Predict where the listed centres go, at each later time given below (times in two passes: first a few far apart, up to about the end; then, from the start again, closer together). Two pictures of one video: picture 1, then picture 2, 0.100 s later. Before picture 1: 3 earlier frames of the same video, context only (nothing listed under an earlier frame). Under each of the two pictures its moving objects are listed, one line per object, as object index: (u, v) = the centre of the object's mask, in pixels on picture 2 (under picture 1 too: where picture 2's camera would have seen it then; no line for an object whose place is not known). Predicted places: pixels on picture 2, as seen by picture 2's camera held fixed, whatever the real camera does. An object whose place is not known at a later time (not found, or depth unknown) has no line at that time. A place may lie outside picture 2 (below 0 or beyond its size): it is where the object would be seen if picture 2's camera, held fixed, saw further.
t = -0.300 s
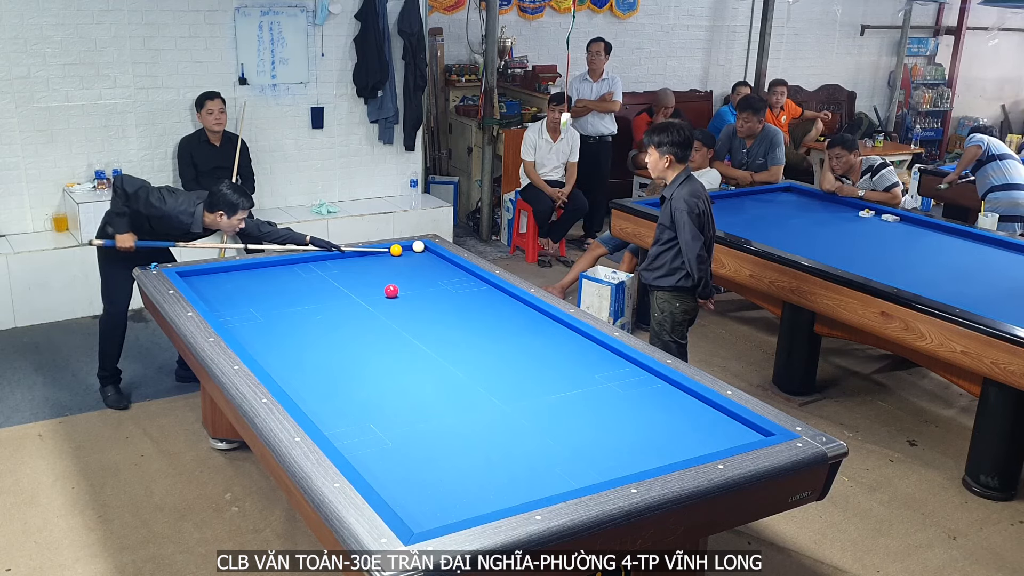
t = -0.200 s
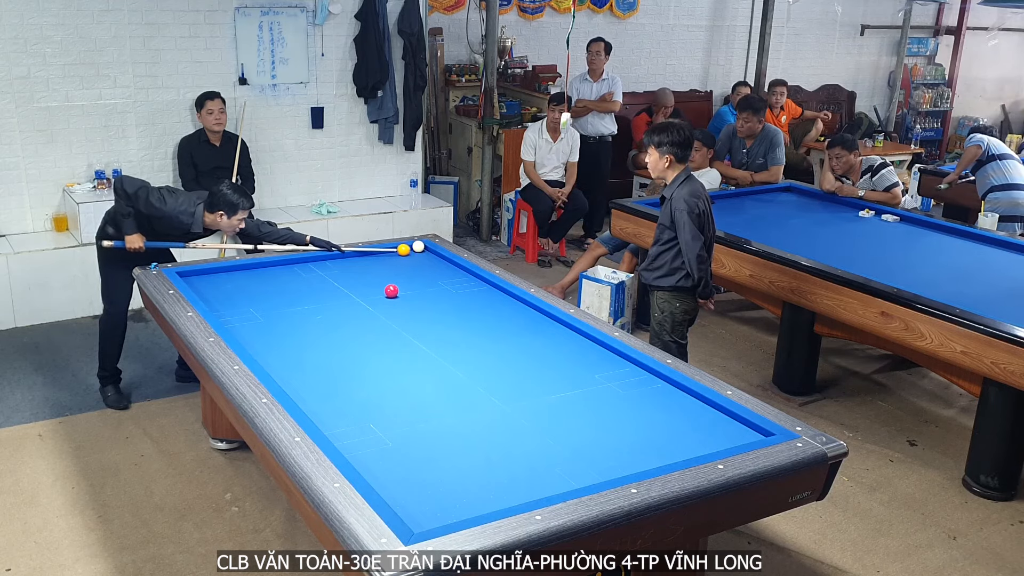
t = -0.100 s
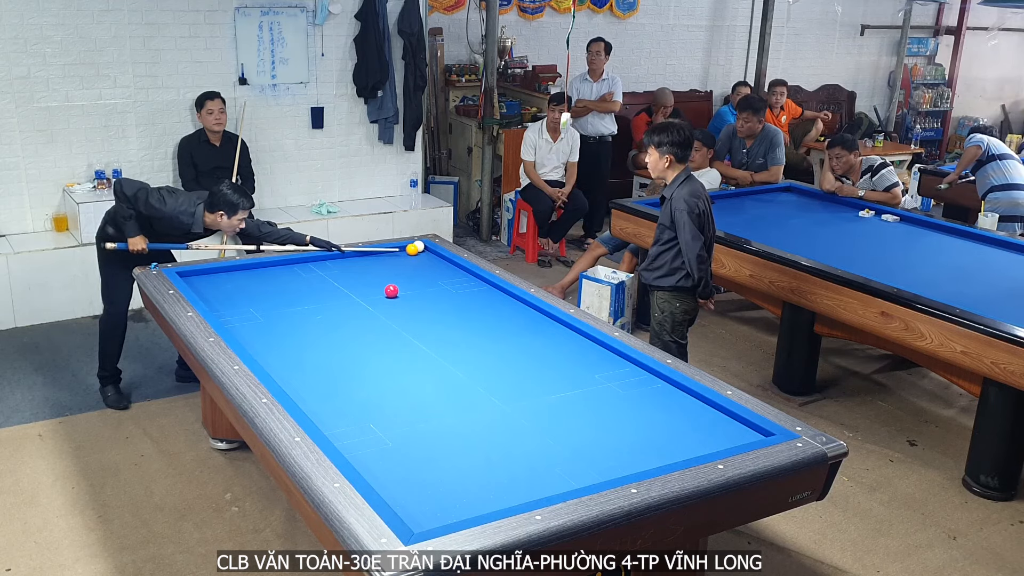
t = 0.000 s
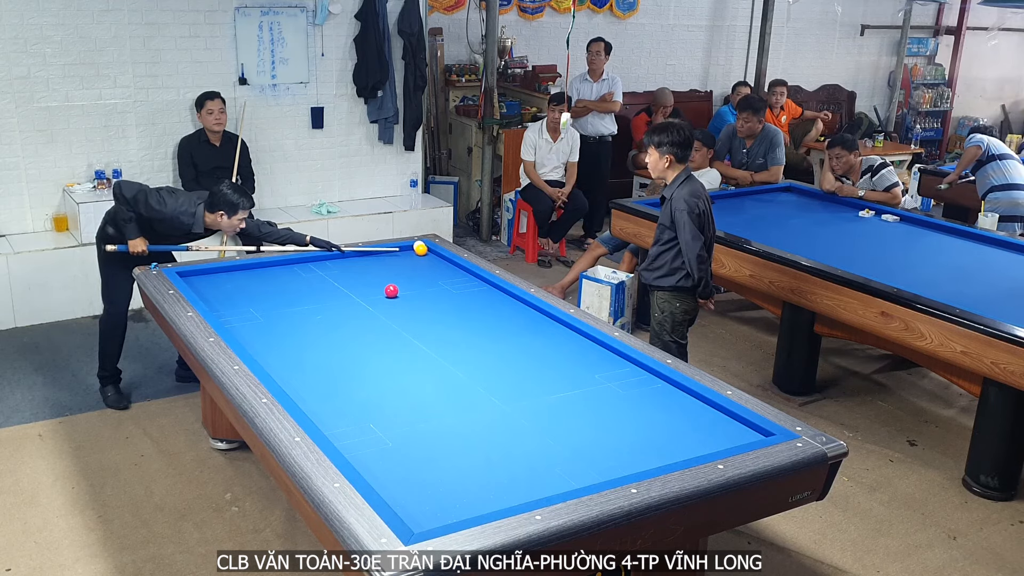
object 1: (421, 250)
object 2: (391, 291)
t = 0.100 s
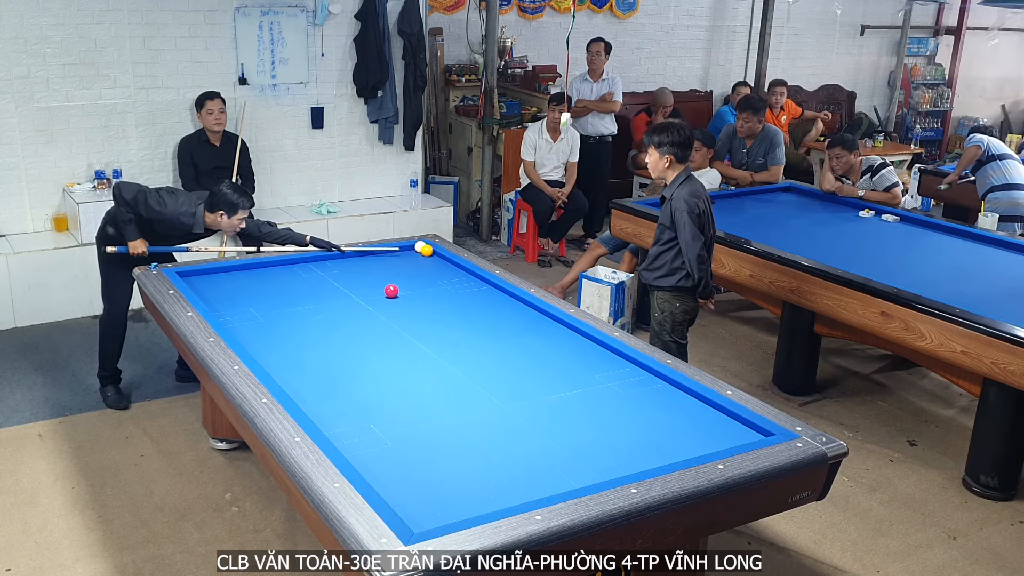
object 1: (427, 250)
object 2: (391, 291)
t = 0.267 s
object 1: (424, 253)
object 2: (391, 291)
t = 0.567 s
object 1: (421, 259)
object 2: (391, 291)
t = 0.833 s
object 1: (418, 264)
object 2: (391, 291)
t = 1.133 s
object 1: (414, 269)
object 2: (391, 291)
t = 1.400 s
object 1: (411, 274)
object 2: (391, 291)
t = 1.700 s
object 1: (407, 279)
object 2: (391, 291)
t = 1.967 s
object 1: (404, 284)
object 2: (391, 291)
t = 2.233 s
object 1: (401, 287)
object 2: (390, 291)
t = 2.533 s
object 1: (404, 290)
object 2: (385, 293)
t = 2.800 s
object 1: (406, 291)
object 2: (381, 295)
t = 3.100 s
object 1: (409, 293)
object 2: (377, 297)
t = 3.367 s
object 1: (411, 294)
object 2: (373, 298)
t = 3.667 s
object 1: (413, 294)
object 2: (370, 299)
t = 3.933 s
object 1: (414, 295)
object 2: (368, 300)
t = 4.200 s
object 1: (415, 295)
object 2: (366, 301)
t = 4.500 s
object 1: (415, 295)
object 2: (364, 302)
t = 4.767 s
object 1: (415, 295)
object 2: (364, 302)
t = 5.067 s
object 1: (415, 295)
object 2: (363, 302)
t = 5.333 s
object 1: (415, 295)
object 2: (363, 302)
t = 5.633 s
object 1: (415, 295)
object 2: (363, 302)
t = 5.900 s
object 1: (415, 295)
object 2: (363, 302)
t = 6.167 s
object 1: (415, 295)
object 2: (363, 302)
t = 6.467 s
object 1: (415, 295)
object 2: (363, 302)
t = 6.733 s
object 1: (415, 295)
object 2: (363, 302)
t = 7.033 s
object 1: (415, 295)
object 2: (363, 302)
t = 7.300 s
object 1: (415, 295)
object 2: (363, 302)
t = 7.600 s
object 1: (415, 295)
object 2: (363, 302)
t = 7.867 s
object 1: (415, 295)
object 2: (363, 302)
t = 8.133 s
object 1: (415, 295)
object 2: (363, 302)
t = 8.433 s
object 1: (415, 295)
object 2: (363, 302)
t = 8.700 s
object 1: (415, 295)
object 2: (363, 302)
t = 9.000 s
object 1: (415, 295)
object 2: (363, 302)
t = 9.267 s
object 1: (415, 295)
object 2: (363, 302)
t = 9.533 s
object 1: (415, 295)
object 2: (363, 302)
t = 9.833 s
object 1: (415, 295)
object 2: (363, 302)
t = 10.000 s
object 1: (415, 295)
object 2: (363, 303)
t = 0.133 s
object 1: (426, 251)
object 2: (391, 291)
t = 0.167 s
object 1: (426, 252)
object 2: (391, 291)
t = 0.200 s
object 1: (425, 252)
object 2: (391, 291)
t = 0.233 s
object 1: (425, 253)
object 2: (391, 291)
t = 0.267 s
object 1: (424, 253)
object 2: (391, 291)
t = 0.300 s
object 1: (424, 254)
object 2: (391, 291)
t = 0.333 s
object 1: (424, 255)
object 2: (391, 291)
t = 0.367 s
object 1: (424, 255)
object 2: (391, 291)
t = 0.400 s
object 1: (423, 256)
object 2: (391, 291)
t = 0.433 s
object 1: (423, 256)
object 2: (391, 291)
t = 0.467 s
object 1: (422, 257)
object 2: (391, 291)
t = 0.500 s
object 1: (422, 258)
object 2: (391, 291)
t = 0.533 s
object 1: (421, 258)
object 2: (391, 291)
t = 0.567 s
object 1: (421, 259)
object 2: (391, 291)
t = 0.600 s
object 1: (421, 260)
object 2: (391, 291)
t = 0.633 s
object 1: (420, 260)
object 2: (391, 291)
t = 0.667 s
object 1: (420, 261)
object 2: (391, 291)
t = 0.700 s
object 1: (420, 261)
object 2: (391, 291)
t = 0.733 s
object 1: (419, 262)
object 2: (391, 291)
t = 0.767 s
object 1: (419, 262)
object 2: (391, 291)
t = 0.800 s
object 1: (418, 263)
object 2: (391, 291)
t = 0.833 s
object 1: (418, 264)
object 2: (391, 291)
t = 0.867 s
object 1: (418, 264)
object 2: (391, 291)
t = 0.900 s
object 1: (417, 265)
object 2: (391, 291)
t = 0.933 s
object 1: (417, 265)
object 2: (391, 291)
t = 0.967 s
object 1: (416, 266)
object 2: (391, 291)
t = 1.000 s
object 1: (416, 267)
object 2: (391, 291)
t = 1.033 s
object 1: (416, 267)
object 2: (391, 291)
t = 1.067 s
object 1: (415, 268)
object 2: (391, 291)
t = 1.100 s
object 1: (415, 269)
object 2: (391, 291)
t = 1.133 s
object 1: (414, 269)
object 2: (391, 291)
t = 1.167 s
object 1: (414, 270)
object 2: (391, 291)
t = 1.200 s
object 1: (413, 270)
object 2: (391, 291)
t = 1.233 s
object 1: (413, 271)
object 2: (391, 291)
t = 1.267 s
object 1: (412, 271)
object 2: (391, 291)
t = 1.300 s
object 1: (412, 272)
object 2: (391, 291)
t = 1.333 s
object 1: (412, 272)
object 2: (391, 291)
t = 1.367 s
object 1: (411, 273)
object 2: (391, 291)
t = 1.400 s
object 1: (411, 274)
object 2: (391, 291)
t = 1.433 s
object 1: (410, 274)
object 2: (391, 291)
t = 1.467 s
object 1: (410, 275)
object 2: (391, 291)
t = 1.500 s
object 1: (409, 275)
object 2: (391, 291)
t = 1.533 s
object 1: (409, 276)
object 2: (391, 291)
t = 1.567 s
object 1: (409, 276)
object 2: (391, 291)
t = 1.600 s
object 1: (408, 277)
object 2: (391, 291)
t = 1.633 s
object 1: (408, 278)
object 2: (391, 291)
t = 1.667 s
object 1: (408, 279)
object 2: (391, 291)
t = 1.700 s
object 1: (407, 279)
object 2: (391, 291)
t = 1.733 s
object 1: (407, 280)
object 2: (391, 291)
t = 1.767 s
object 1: (406, 280)
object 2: (391, 291)
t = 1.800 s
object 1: (406, 281)
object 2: (391, 291)
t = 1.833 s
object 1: (405, 281)
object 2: (391, 291)
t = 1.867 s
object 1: (405, 282)
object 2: (391, 291)
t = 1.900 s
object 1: (405, 282)
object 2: (391, 291)
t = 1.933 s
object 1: (404, 283)
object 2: (391, 291)
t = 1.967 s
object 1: (404, 284)
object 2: (391, 291)
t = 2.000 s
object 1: (403, 284)
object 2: (391, 291)
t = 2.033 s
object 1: (403, 285)
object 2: (391, 291)
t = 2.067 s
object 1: (402, 285)
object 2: (391, 291)
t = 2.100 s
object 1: (402, 286)
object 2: (391, 291)
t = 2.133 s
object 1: (402, 286)
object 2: (391, 291)
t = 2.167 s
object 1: (402, 286)
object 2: (391, 291)
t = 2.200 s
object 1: (402, 287)
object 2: (391, 291)
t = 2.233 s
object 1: (401, 287)
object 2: (390, 291)
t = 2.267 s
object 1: (401, 288)
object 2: (390, 291)
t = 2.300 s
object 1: (402, 288)
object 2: (389, 292)
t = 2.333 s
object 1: (402, 288)
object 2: (389, 292)
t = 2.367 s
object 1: (402, 289)
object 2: (388, 292)
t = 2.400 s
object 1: (403, 289)
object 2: (388, 292)
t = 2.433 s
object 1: (403, 289)
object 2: (387, 292)
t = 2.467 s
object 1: (403, 289)
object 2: (386, 293)
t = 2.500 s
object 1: (403, 290)
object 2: (386, 293)
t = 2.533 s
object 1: (404, 290)
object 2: (385, 293)
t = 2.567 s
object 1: (404, 290)
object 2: (385, 293)
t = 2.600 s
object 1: (404, 290)
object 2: (384, 294)
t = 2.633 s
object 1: (405, 290)
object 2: (384, 294)
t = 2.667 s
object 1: (405, 290)
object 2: (383, 294)
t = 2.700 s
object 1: (405, 291)
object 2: (383, 294)
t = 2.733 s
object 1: (405, 291)
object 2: (382, 295)
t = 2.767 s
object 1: (406, 291)
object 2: (382, 295)
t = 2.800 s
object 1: (406, 291)
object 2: (381, 295)
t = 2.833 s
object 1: (406, 291)
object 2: (380, 295)
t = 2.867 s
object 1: (407, 291)
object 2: (380, 295)
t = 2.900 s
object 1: (407, 292)
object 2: (379, 296)
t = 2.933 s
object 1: (407, 292)
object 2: (379, 296)
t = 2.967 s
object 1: (408, 292)
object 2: (378, 296)
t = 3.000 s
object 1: (408, 292)
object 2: (378, 296)
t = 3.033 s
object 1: (408, 292)
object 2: (378, 296)
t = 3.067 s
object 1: (408, 293)
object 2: (377, 297)
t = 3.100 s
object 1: (409, 293)
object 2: (377, 297)
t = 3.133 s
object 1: (409, 293)
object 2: (376, 297)
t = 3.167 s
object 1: (409, 293)
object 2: (376, 297)
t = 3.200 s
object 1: (409, 293)
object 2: (375, 297)
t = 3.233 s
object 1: (410, 293)
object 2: (375, 297)
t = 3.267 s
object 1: (410, 293)
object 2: (374, 298)
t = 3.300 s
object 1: (410, 293)
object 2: (374, 298)
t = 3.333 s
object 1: (410, 293)
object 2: (374, 298)
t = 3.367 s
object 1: (411, 294)
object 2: (373, 298)
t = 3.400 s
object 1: (411, 294)
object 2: (373, 298)
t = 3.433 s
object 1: (411, 294)
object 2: (372, 298)
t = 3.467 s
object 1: (411, 294)
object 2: (372, 299)
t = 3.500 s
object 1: (412, 294)
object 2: (372, 299)
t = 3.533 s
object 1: (412, 294)
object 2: (371, 299)
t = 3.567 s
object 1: (412, 294)
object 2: (371, 299)
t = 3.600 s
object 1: (412, 294)
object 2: (371, 299)
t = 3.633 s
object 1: (413, 294)
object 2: (370, 299)
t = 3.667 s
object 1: (413, 294)
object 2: (370, 299)
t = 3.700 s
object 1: (413, 295)
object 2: (370, 300)
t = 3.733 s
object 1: (413, 295)
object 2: (369, 300)
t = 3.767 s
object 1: (413, 295)
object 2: (369, 300)
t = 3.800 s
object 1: (414, 295)
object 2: (369, 300)
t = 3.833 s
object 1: (414, 295)
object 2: (369, 300)
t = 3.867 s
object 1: (414, 295)
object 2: (368, 300)
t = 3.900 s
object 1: (414, 295)
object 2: (368, 300)
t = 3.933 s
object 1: (414, 295)
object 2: (368, 300)
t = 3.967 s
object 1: (414, 295)
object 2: (368, 301)
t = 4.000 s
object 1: (414, 295)
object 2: (367, 301)
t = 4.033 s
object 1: (415, 295)
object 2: (367, 301)
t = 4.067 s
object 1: (415, 295)
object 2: (367, 301)
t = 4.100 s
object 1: (415, 295)
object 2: (367, 301)
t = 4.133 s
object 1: (415, 295)
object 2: (366, 301)
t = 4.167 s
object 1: (415, 295)
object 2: (366, 301)
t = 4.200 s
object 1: (415, 295)
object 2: (366, 301)
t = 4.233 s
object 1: (415, 295)
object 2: (366, 301)
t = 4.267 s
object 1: (415, 295)
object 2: (365, 301)
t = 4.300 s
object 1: (415, 295)
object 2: (365, 302)
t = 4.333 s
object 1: (415, 295)
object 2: (365, 302)
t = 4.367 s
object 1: (415, 295)
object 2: (365, 302)
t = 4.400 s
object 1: (415, 295)
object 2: (365, 302)
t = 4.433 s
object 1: (415, 295)
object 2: (365, 302)
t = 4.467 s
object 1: (415, 295)
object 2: (364, 302)
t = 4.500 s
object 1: (415, 295)
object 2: (364, 302)
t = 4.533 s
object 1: (415, 295)
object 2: (364, 302)
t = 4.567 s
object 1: (415, 295)
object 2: (364, 302)
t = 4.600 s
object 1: (415, 295)
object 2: (364, 302)
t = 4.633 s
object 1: (415, 295)
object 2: (364, 302)
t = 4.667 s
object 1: (415, 295)
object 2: (364, 302)
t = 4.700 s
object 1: (415, 295)
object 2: (364, 302)
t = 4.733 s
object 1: (415, 295)
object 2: (364, 302)
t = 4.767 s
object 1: (415, 295)
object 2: (364, 302)
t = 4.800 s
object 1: (415, 295)
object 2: (363, 302)
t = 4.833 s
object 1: (415, 295)
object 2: (363, 302)
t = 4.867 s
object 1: (415, 295)
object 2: (363, 302)
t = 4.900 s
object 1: (415, 295)
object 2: (363, 302)
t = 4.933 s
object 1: (415, 295)
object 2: (363, 302)
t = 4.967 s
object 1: (415, 295)
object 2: (363, 302)
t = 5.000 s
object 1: (415, 295)
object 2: (363, 302)
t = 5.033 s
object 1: (415, 295)
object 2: (363, 302)
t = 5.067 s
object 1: (415, 295)
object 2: (363, 302)
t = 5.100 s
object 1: (415, 295)
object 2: (363, 302)
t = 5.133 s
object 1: (415, 295)
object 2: (363, 302)
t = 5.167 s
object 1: (415, 295)
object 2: (363, 302)
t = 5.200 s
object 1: (415, 295)
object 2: (363, 302)
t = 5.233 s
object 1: (415, 295)
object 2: (363, 302)
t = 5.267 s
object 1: (415, 295)
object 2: (363, 302)
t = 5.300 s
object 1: (415, 295)
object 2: (363, 302)
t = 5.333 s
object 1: (415, 295)
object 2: (363, 302)
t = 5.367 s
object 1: (415, 295)
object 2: (363, 302)
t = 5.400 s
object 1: (415, 295)
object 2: (363, 302)
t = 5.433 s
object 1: (415, 295)
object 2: (363, 302)
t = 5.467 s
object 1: (415, 295)
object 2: (363, 302)
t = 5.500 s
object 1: (415, 295)
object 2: (363, 302)
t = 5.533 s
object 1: (415, 295)
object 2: (363, 302)
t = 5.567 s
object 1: (415, 295)
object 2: (363, 302)
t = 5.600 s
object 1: (415, 295)
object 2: (363, 302)
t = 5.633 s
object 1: (415, 295)
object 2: (363, 302)
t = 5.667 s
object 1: (415, 295)
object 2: (363, 302)
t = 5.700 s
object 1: (415, 295)
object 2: (363, 302)
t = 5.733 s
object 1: (415, 295)
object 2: (363, 302)
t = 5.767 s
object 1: (415, 295)
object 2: (363, 302)
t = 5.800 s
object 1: (415, 295)
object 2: (363, 302)
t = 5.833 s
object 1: (415, 295)
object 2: (363, 302)
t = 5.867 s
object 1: (415, 295)
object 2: (363, 302)
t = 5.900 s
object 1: (415, 295)
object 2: (363, 302)
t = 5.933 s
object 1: (415, 295)
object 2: (363, 302)
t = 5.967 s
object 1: (415, 295)
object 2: (363, 302)
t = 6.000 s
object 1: (415, 295)
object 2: (363, 302)
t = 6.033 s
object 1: (415, 295)
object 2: (363, 302)
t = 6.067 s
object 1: (415, 295)
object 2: (363, 302)
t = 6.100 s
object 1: (415, 295)
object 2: (363, 302)
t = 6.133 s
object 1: (415, 295)
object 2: (363, 302)
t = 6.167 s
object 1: (415, 295)
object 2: (363, 302)
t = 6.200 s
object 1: (415, 295)
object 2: (363, 302)
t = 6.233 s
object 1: (415, 295)
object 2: (363, 302)
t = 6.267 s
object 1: (415, 295)
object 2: (363, 302)
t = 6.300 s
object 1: (415, 295)
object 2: (363, 302)
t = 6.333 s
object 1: (415, 295)
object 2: (363, 302)
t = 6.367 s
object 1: (415, 295)
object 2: (363, 302)
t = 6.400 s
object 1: (415, 295)
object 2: (363, 302)
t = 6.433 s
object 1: (415, 295)
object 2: (363, 302)
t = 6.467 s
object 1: (415, 295)
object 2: (363, 302)
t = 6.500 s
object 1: (415, 295)
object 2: (363, 302)
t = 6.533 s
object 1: (415, 295)
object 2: (363, 302)
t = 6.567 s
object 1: (415, 295)
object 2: (363, 302)
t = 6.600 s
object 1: (415, 295)
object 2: (363, 302)
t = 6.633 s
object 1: (415, 295)
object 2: (363, 302)
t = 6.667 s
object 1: (415, 295)
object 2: (363, 302)
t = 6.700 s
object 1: (415, 295)
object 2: (363, 302)
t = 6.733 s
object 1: (415, 295)
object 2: (363, 302)
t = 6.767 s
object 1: (415, 295)
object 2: (363, 302)
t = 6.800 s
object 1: (415, 295)
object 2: (363, 302)
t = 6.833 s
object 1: (415, 295)
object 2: (363, 302)
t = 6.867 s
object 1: (415, 295)
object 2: (363, 302)
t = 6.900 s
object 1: (415, 295)
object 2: (363, 302)
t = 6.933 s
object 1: (415, 295)
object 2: (363, 302)
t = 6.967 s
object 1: (415, 295)
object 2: (363, 302)
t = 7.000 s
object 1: (415, 295)
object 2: (363, 302)
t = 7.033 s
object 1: (415, 295)
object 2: (363, 302)
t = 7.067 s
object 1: (415, 295)
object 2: (363, 302)
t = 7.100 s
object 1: (415, 295)
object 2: (363, 302)
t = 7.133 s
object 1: (415, 295)
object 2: (363, 302)
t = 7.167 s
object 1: (415, 295)
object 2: (363, 302)
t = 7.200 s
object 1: (415, 295)
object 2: (363, 302)
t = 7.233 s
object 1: (415, 295)
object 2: (363, 302)
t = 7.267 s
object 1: (415, 295)
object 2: (363, 302)
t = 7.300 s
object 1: (415, 295)
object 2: (363, 302)
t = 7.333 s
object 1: (415, 295)
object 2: (363, 302)
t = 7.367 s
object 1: (415, 295)
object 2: (363, 302)
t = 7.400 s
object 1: (415, 295)
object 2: (363, 302)
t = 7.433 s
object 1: (415, 295)
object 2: (363, 302)
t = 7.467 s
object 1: (415, 295)
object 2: (363, 302)
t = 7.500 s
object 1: (415, 295)
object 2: (363, 302)
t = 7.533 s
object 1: (415, 295)
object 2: (363, 302)
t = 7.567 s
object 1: (415, 295)
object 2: (363, 302)
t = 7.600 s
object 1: (415, 295)
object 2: (363, 302)
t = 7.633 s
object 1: (415, 295)
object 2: (363, 302)
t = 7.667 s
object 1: (415, 295)
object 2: (363, 302)
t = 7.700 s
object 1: (415, 295)
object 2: (363, 302)
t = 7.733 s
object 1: (415, 295)
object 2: (363, 302)
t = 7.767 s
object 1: (415, 295)
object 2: (363, 302)
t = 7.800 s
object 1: (415, 295)
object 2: (363, 302)
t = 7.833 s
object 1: (415, 295)
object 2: (363, 302)
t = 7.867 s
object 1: (415, 295)
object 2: (363, 302)
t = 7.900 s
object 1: (415, 295)
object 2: (363, 302)
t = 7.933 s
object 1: (415, 295)
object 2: (363, 302)
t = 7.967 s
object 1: (415, 295)
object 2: (363, 302)
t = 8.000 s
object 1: (415, 295)
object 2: (363, 302)
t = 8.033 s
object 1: (415, 295)
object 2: (363, 302)
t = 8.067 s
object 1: (415, 295)
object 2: (363, 302)
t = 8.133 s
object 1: (415, 295)
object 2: (363, 302)
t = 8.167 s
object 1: (415, 295)
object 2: (363, 302)
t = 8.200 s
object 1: (415, 295)
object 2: (363, 302)
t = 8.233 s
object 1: (415, 295)
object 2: (363, 302)
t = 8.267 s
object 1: (415, 295)
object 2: (363, 302)
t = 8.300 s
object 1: (415, 295)
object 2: (363, 302)
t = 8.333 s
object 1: (415, 295)
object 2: (363, 302)
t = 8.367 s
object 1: (415, 295)
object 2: (363, 302)
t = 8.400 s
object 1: (415, 295)
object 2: (363, 302)
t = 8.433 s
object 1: (415, 295)
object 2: (363, 302)
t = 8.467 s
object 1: (415, 295)
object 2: (363, 302)
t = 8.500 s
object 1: (415, 295)
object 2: (363, 302)
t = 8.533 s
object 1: (415, 295)
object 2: (363, 302)
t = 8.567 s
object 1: (415, 295)
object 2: (363, 302)
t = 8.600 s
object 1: (415, 295)
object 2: (363, 302)
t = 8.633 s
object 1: (415, 295)
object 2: (363, 302)
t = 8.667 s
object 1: (415, 295)
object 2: (363, 302)
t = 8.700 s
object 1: (415, 295)
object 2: (363, 302)
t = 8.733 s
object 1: (415, 295)
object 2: (363, 302)
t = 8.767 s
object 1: (415, 295)
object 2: (363, 302)
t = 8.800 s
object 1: (415, 295)
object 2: (363, 302)
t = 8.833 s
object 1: (415, 295)
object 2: (363, 302)
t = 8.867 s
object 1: (415, 295)
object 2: (363, 302)
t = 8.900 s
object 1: (415, 295)
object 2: (363, 302)
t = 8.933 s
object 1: (415, 295)
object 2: (363, 302)
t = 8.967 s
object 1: (415, 295)
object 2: (363, 302)
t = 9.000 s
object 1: (415, 295)
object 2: (363, 302)
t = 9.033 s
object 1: (415, 295)
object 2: (363, 302)
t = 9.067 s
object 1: (415, 295)
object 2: (363, 302)
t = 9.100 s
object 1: (415, 295)
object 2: (363, 302)
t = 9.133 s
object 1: (415, 295)
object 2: (363, 302)
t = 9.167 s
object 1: (415, 295)
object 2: (363, 302)
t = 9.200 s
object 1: (415, 295)
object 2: (363, 302)
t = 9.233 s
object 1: (415, 295)
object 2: (363, 302)
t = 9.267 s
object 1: (415, 295)
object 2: (363, 302)
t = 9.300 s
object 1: (415, 295)
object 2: (363, 302)
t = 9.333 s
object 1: (415, 295)
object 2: (363, 302)
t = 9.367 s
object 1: (415, 295)
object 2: (363, 302)
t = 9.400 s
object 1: (415, 295)
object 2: (363, 302)
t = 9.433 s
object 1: (415, 295)
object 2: (363, 302)
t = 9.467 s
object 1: (415, 295)
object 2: (363, 302)
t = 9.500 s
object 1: (415, 295)
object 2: (363, 302)
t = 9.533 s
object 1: (415, 295)
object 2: (363, 302)
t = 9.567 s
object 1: (415, 295)
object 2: (363, 302)
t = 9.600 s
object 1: (415, 295)
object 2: (363, 302)
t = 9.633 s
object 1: (415, 295)
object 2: (363, 303)
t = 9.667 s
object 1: (415, 295)
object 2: (363, 302)
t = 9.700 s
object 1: (415, 295)
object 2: (363, 302)
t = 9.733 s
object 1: (415, 295)
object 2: (363, 302)
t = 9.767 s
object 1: (415, 295)
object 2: (363, 302)
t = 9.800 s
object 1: (415, 295)
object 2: (363, 302)
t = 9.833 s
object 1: (415, 295)
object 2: (363, 302)
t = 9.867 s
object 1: (415, 295)
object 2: (363, 302)
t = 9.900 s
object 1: (415, 295)
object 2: (363, 302)
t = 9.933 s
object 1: (415, 295)
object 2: (363, 302)
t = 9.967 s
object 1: (415, 295)
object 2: (363, 302)
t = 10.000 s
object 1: (415, 295)
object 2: (363, 303)
